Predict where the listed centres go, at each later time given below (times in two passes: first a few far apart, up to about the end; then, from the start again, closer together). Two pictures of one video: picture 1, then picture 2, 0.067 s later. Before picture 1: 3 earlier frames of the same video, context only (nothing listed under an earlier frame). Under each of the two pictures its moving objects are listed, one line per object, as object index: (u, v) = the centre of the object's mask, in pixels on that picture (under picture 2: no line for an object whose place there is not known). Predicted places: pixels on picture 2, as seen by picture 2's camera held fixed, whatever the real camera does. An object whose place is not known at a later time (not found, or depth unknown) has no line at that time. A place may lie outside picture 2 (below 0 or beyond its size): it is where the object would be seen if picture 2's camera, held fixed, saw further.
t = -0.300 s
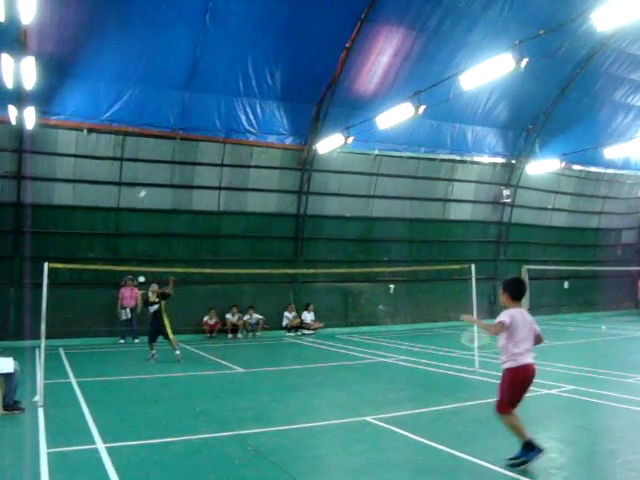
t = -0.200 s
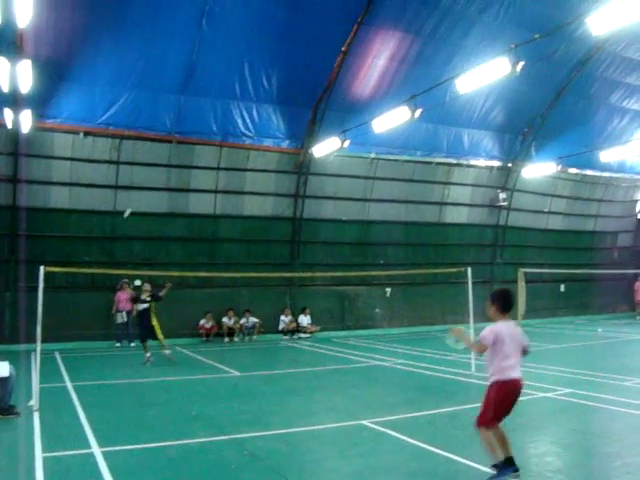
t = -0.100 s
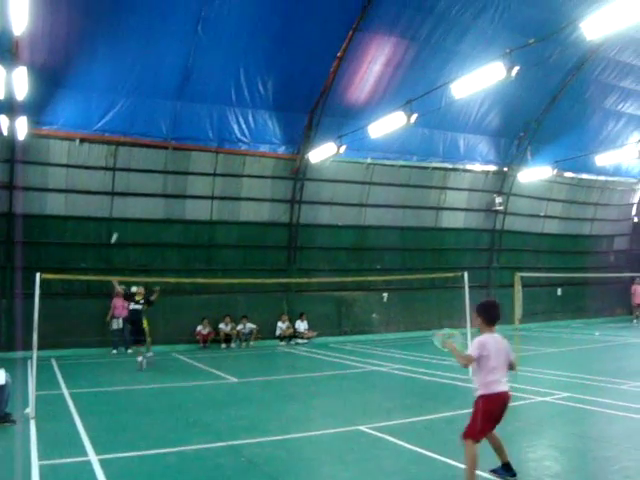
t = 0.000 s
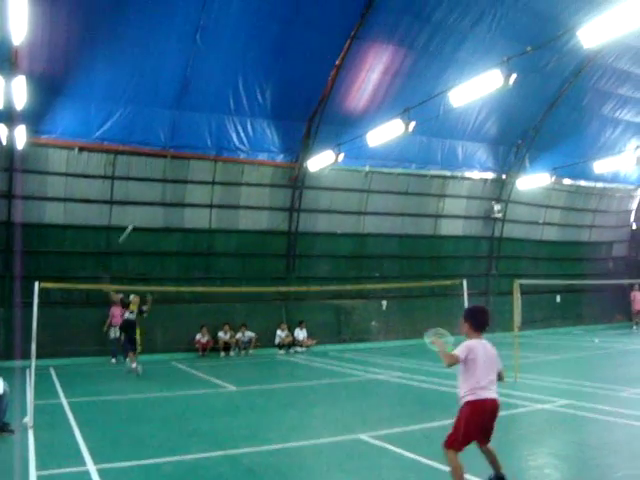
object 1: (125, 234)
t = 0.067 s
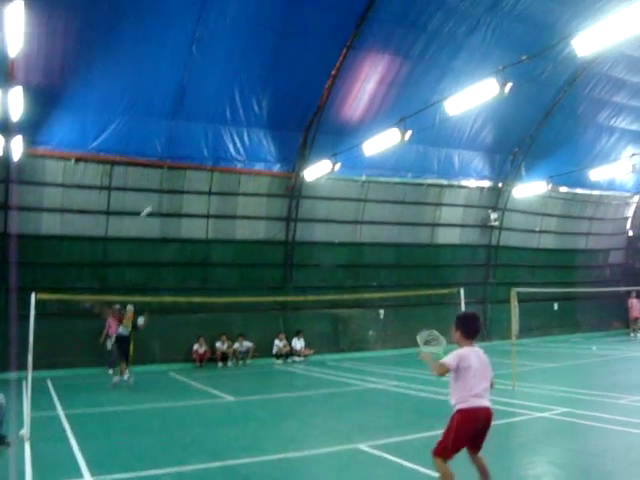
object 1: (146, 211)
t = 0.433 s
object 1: (259, 109)
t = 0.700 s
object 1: (344, 109)
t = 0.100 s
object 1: (156, 197)
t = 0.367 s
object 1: (239, 119)
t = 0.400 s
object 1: (249, 114)
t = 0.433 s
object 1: (259, 109)
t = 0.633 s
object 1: (322, 103)
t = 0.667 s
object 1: (333, 105)
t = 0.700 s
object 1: (344, 109)
